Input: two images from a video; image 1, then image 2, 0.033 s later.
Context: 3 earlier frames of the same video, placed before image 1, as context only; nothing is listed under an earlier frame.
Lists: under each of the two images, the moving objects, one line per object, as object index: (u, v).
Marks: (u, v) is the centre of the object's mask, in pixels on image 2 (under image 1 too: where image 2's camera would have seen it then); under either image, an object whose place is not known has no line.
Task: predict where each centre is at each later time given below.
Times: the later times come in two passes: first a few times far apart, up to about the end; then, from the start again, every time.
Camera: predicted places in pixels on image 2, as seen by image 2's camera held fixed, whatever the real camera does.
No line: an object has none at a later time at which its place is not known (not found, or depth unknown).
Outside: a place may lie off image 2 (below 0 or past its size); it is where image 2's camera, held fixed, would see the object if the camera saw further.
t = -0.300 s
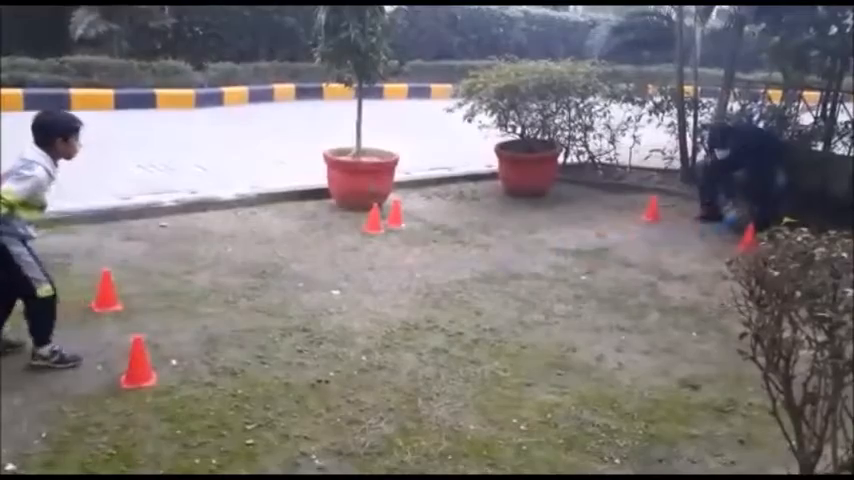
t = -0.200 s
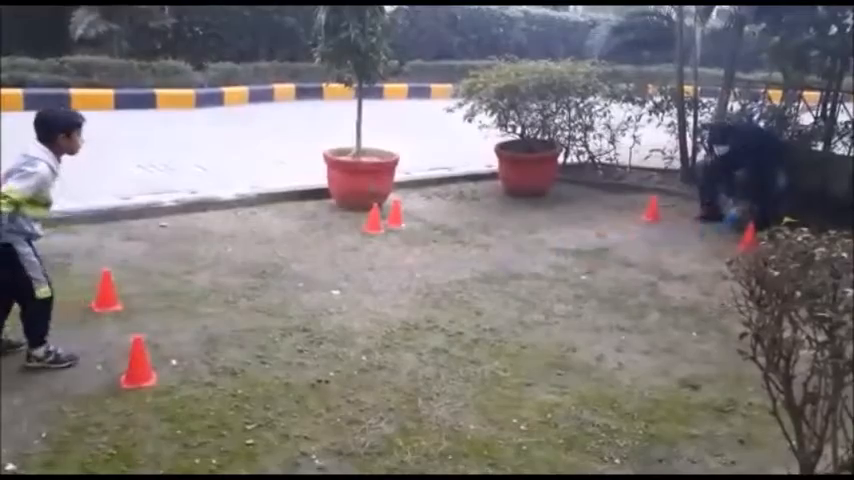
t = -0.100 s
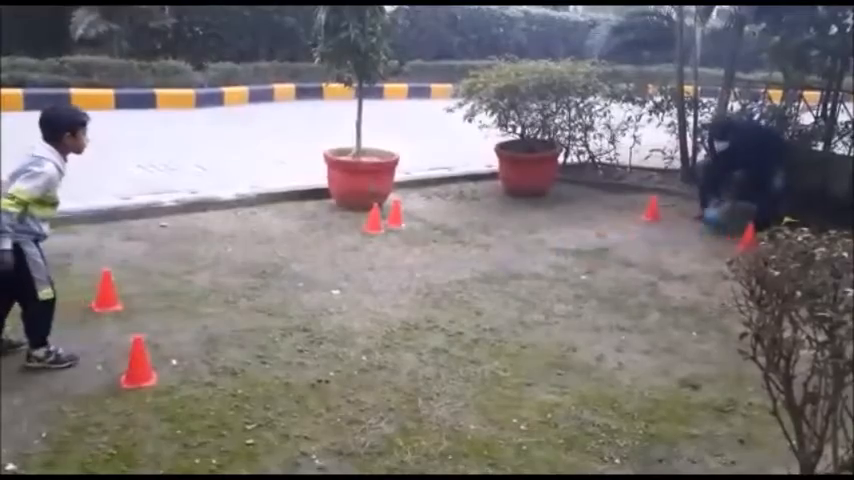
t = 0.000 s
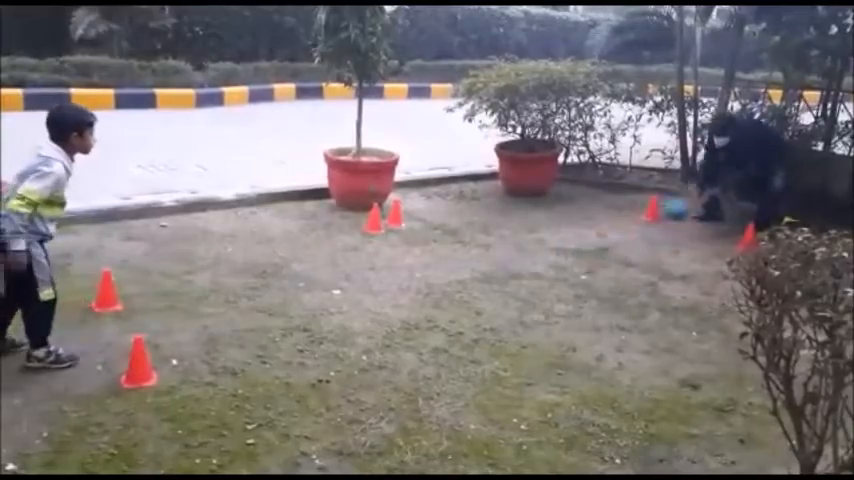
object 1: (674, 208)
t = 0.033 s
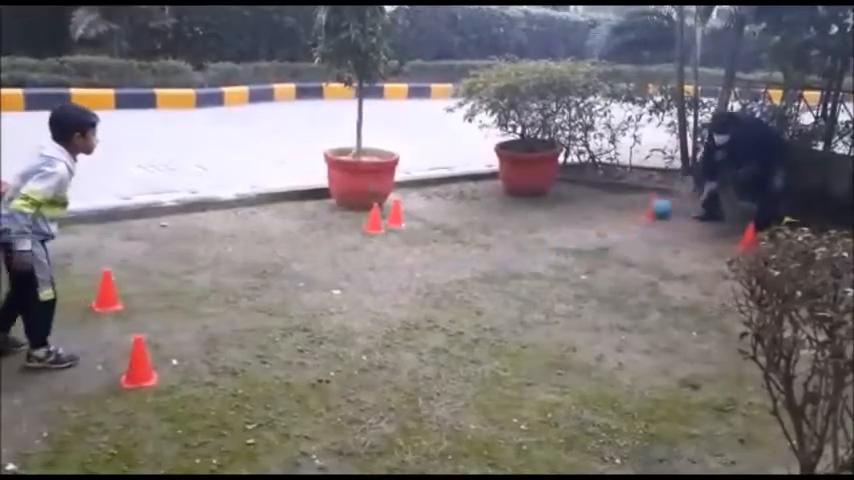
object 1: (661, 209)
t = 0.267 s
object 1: (542, 237)
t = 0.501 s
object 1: (442, 248)
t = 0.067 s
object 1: (647, 209)
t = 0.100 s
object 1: (629, 210)
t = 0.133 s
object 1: (614, 212)
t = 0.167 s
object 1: (597, 216)
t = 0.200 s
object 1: (580, 221)
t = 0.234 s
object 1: (562, 228)
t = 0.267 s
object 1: (542, 237)
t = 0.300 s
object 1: (522, 250)
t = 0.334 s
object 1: (507, 252)
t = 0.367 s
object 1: (494, 247)
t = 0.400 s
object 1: (483, 245)
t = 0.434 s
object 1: (469, 245)
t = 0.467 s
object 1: (455, 246)
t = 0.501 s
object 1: (442, 248)
